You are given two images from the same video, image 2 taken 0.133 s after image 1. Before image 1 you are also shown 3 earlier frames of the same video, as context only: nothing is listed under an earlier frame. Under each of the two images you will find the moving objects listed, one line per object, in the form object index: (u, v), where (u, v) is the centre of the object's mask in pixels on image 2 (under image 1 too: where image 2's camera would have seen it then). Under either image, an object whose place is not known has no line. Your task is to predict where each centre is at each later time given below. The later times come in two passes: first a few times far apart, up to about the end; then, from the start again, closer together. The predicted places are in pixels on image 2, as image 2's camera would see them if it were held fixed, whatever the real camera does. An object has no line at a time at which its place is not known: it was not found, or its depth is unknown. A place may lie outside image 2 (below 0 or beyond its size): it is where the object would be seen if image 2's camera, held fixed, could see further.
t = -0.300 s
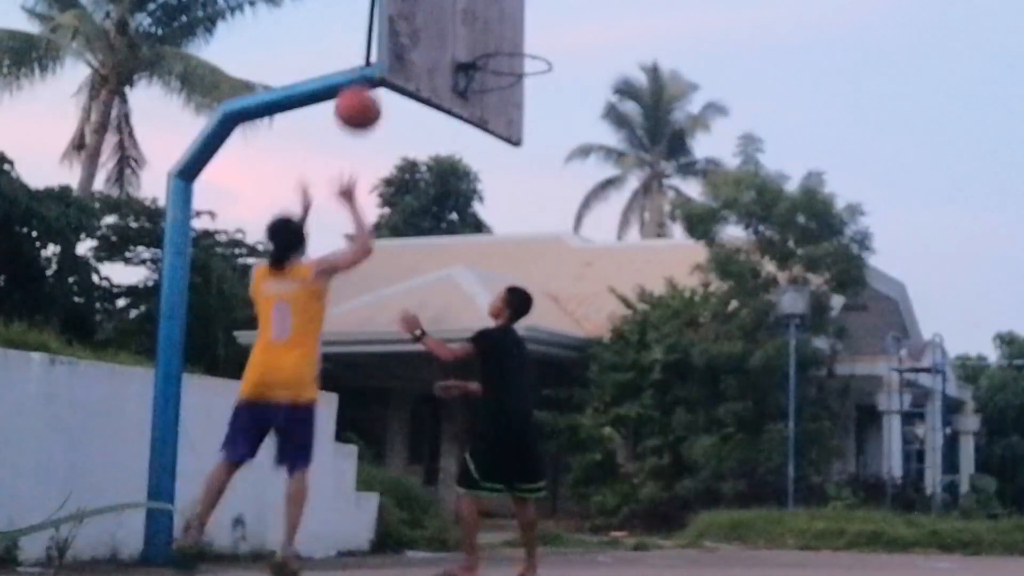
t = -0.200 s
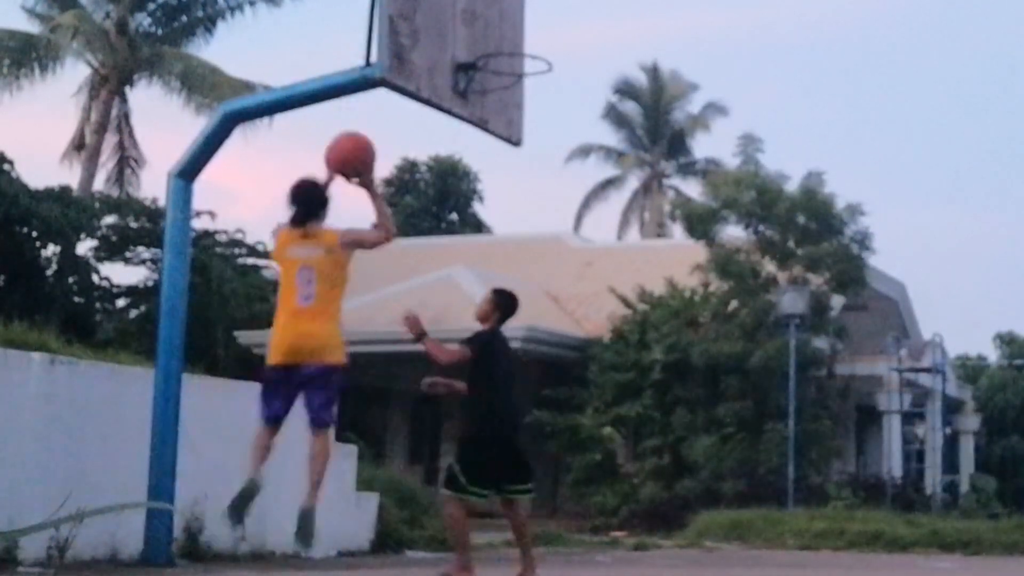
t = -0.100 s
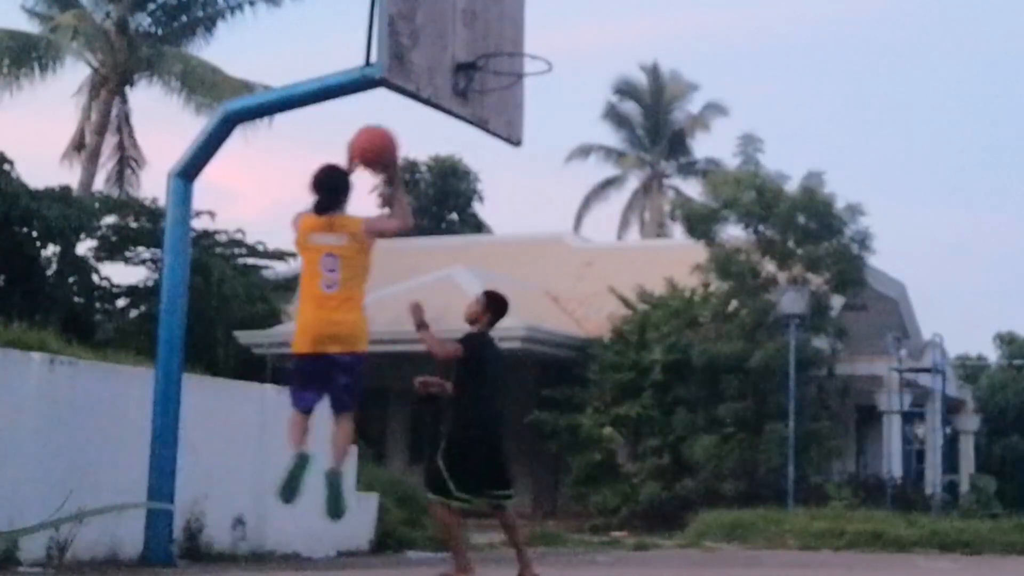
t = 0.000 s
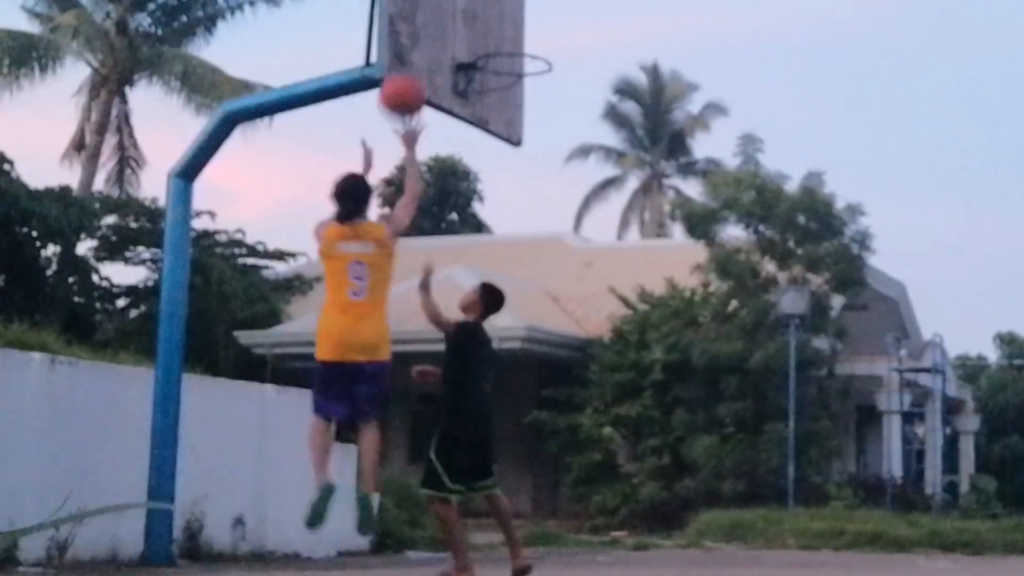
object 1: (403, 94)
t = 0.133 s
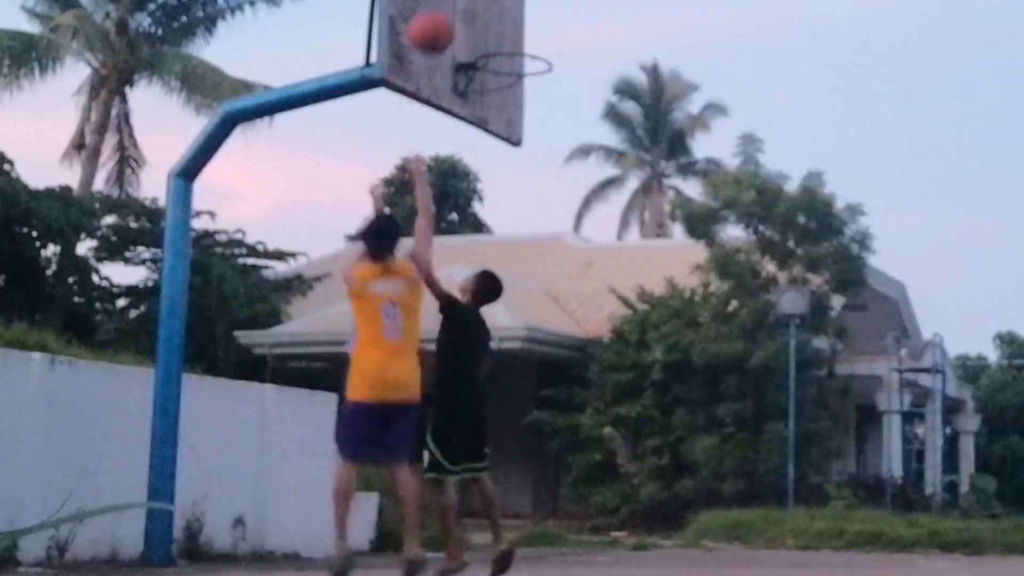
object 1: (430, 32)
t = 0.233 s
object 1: (452, 12)
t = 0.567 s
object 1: (504, 44)
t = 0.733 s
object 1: (524, 111)
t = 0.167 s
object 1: (439, 21)
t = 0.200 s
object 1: (445, 16)
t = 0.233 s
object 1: (452, 12)
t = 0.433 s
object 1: (485, 13)
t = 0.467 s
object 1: (489, 17)
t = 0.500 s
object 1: (495, 23)
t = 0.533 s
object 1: (500, 33)
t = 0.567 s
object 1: (504, 44)
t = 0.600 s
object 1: (509, 58)
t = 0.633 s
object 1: (513, 72)
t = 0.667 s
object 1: (517, 86)
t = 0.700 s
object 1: (520, 98)
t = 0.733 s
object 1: (524, 111)
